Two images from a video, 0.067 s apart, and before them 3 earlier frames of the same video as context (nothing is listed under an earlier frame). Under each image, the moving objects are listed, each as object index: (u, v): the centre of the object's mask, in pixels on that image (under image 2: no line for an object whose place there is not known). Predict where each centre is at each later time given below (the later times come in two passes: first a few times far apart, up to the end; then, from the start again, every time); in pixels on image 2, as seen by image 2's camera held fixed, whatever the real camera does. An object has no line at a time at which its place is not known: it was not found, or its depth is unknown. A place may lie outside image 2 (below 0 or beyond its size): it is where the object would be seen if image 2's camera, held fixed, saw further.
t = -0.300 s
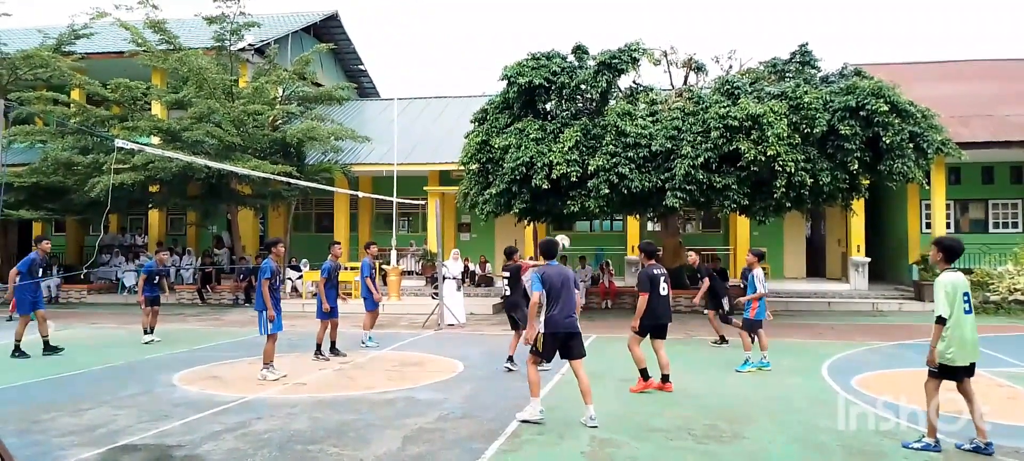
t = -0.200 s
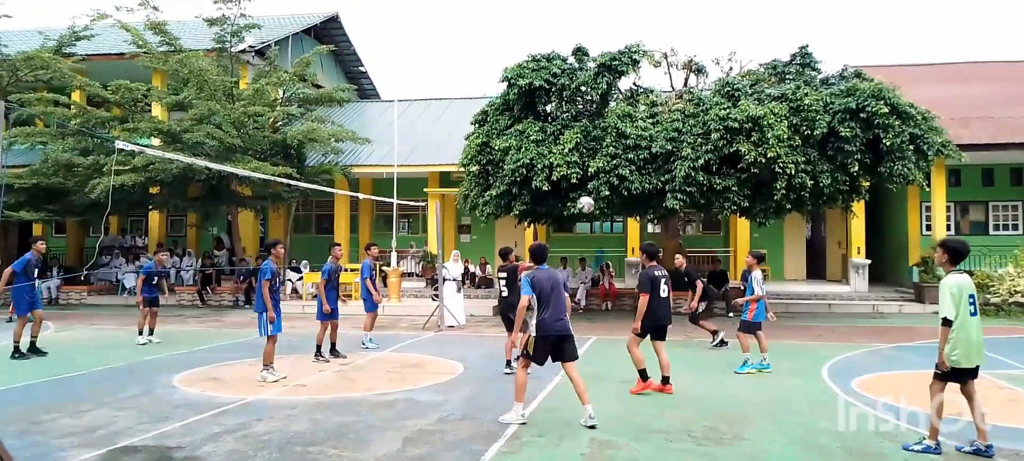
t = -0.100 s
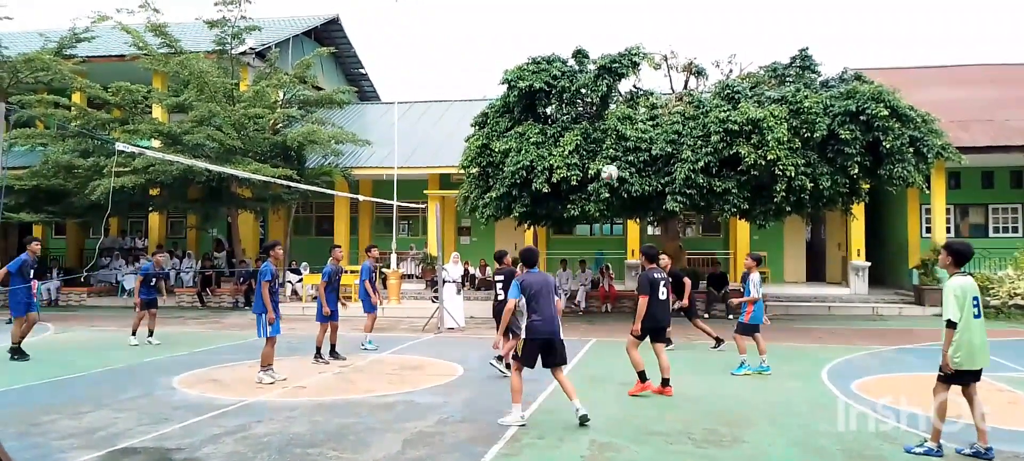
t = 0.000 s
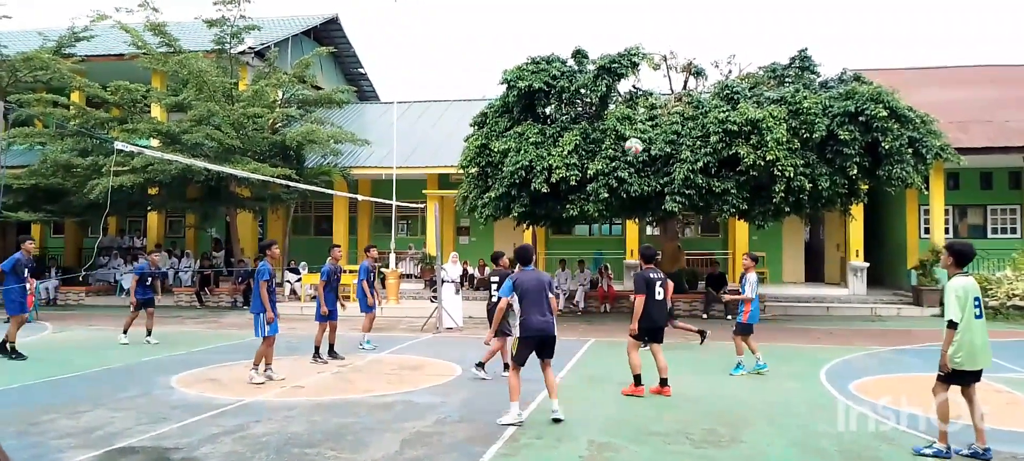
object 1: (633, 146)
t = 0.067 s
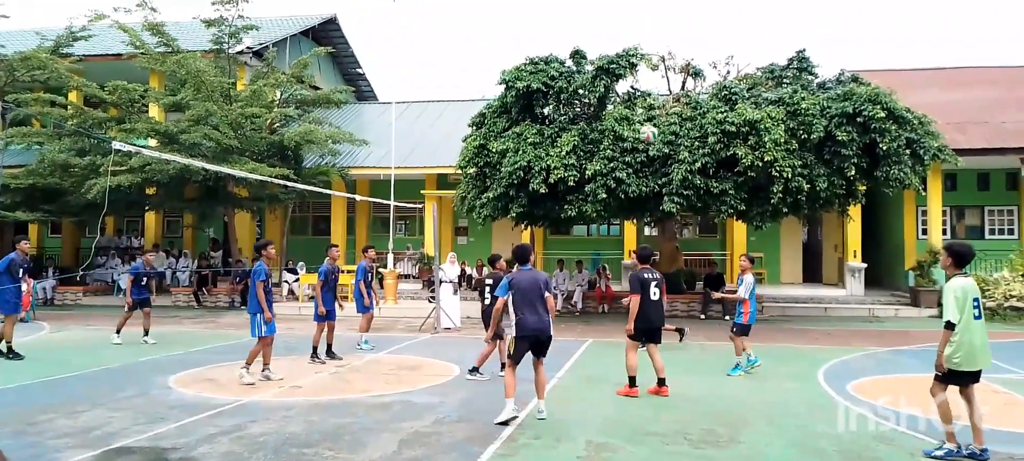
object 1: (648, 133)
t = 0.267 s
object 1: (701, 113)
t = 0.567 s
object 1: (786, 149)
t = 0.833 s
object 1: (868, 256)
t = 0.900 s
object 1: (890, 294)
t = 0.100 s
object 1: (657, 128)
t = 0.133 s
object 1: (665, 122)
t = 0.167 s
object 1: (674, 119)
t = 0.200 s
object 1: (683, 116)
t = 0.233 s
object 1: (692, 115)
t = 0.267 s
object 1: (701, 113)
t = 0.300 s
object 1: (710, 113)
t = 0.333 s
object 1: (719, 113)
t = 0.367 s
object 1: (728, 116)
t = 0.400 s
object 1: (738, 119)
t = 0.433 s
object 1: (748, 123)
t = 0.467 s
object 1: (757, 128)
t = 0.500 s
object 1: (766, 133)
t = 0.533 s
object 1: (776, 140)
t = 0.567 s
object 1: (786, 149)
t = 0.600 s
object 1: (796, 157)
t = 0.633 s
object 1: (806, 168)
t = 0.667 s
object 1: (816, 180)
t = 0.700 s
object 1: (826, 192)
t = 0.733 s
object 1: (836, 206)
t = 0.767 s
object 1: (846, 221)
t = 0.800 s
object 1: (857, 238)
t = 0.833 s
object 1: (868, 256)
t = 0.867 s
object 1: (879, 275)
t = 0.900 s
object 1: (890, 294)
